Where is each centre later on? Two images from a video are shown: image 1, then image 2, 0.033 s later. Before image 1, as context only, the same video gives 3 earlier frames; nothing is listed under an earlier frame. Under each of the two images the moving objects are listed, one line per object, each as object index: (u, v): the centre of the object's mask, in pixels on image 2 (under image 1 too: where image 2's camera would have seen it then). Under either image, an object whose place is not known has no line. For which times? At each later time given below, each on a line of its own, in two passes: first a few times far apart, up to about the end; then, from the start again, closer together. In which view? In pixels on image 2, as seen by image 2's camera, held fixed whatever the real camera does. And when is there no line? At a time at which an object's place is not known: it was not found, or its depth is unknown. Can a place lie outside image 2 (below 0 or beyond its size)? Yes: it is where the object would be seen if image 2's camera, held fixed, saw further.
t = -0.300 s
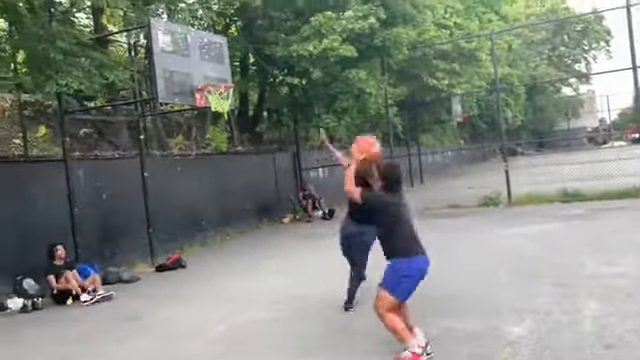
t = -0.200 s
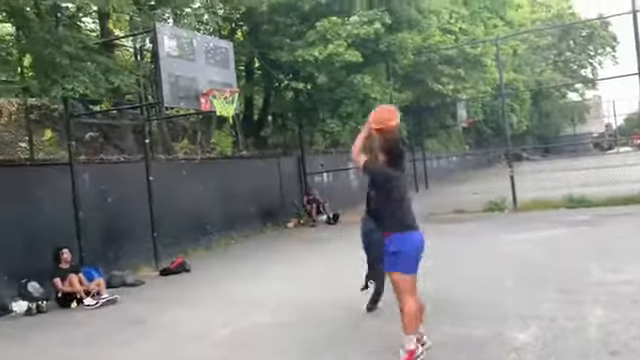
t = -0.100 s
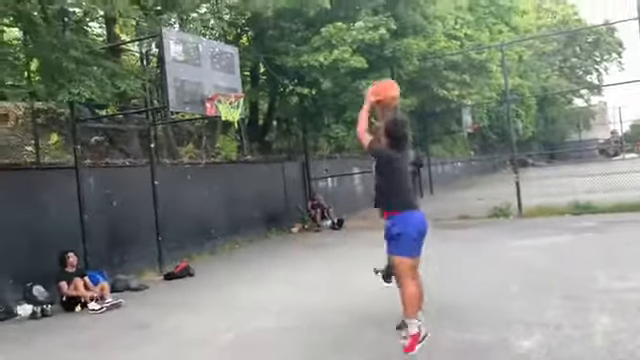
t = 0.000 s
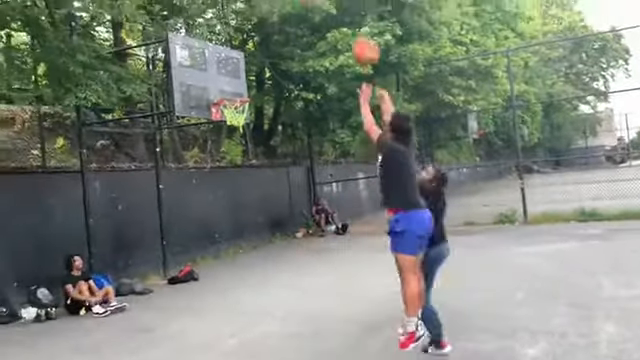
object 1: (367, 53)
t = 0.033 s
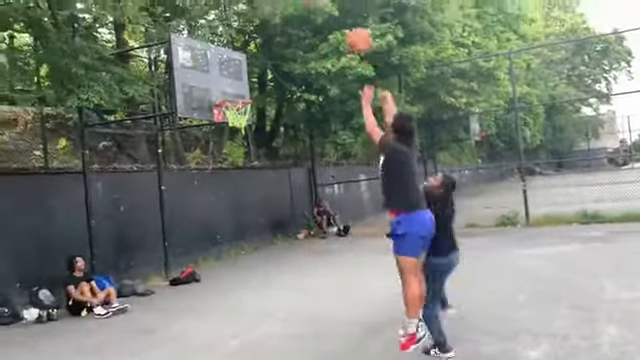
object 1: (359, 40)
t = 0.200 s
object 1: (318, 2)
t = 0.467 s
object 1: (274, 4)
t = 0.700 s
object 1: (249, 45)
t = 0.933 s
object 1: (235, 95)
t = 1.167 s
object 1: (231, 104)
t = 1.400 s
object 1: (230, 163)
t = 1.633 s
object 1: (230, 313)
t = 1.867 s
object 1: (210, 295)
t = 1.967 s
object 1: (195, 243)
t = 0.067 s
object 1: (349, 31)
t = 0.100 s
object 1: (340, 21)
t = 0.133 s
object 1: (332, 14)
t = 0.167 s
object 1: (324, 7)
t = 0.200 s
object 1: (318, 2)
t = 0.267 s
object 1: (304, -3)
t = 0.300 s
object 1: (300, -3)
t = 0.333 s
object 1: (294, -4)
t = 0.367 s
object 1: (288, -4)
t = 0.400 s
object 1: (283, -2)
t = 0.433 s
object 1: (279, 0)
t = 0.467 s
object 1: (274, 4)
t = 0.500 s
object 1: (270, 8)
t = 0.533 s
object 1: (266, 12)
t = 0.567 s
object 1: (264, 17)
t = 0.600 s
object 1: (259, 24)
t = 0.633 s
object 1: (256, 30)
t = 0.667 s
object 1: (252, 39)
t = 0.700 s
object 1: (249, 45)
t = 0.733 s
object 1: (246, 54)
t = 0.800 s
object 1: (242, 73)
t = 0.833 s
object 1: (238, 82)
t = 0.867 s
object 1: (238, 92)
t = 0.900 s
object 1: (236, 95)
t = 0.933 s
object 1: (235, 95)
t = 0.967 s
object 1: (235, 94)
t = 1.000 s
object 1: (234, 94)
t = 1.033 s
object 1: (233, 94)
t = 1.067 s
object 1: (234, 94)
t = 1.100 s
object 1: (234, 96)
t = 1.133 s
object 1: (232, 100)
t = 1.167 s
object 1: (231, 104)
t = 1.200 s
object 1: (229, 106)
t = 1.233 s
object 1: (230, 111)
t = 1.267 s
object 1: (228, 122)
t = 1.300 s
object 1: (230, 130)
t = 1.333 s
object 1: (231, 139)
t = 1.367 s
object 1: (230, 150)
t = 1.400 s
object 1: (230, 163)
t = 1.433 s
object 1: (229, 177)
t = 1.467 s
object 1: (229, 194)
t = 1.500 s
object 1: (229, 212)
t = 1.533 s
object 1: (230, 233)
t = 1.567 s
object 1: (230, 255)
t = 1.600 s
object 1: (230, 283)
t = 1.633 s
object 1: (230, 313)
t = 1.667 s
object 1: (231, 346)
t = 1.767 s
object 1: (223, 353)
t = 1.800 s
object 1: (218, 335)
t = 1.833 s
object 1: (214, 316)
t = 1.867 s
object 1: (210, 295)
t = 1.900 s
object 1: (206, 278)
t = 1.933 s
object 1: (201, 259)
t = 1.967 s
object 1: (195, 243)
